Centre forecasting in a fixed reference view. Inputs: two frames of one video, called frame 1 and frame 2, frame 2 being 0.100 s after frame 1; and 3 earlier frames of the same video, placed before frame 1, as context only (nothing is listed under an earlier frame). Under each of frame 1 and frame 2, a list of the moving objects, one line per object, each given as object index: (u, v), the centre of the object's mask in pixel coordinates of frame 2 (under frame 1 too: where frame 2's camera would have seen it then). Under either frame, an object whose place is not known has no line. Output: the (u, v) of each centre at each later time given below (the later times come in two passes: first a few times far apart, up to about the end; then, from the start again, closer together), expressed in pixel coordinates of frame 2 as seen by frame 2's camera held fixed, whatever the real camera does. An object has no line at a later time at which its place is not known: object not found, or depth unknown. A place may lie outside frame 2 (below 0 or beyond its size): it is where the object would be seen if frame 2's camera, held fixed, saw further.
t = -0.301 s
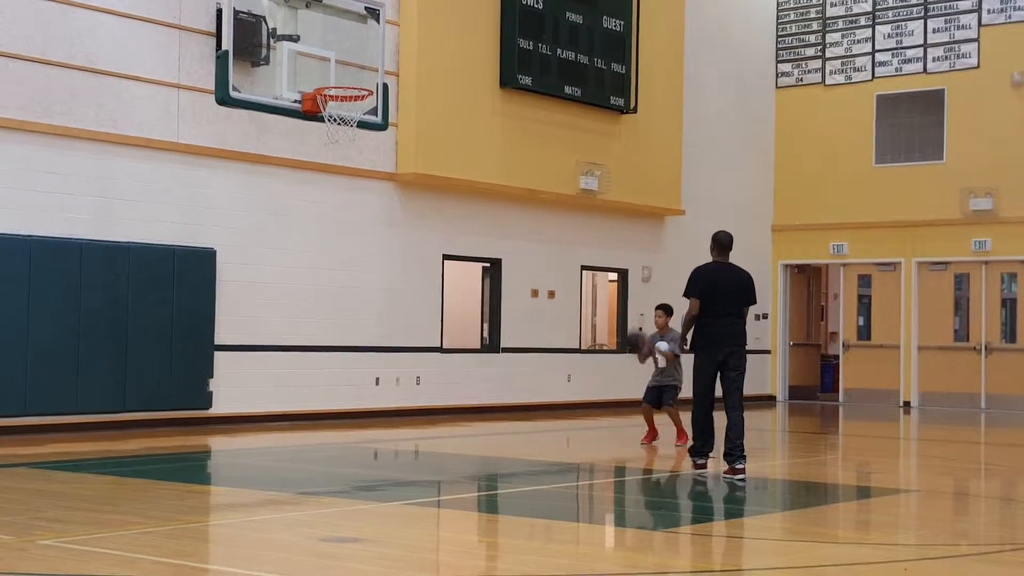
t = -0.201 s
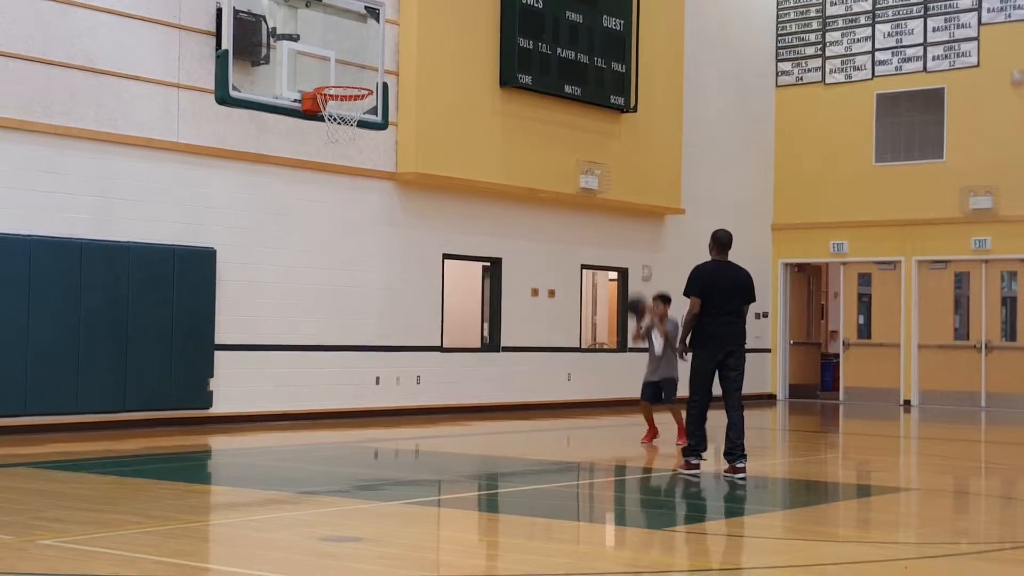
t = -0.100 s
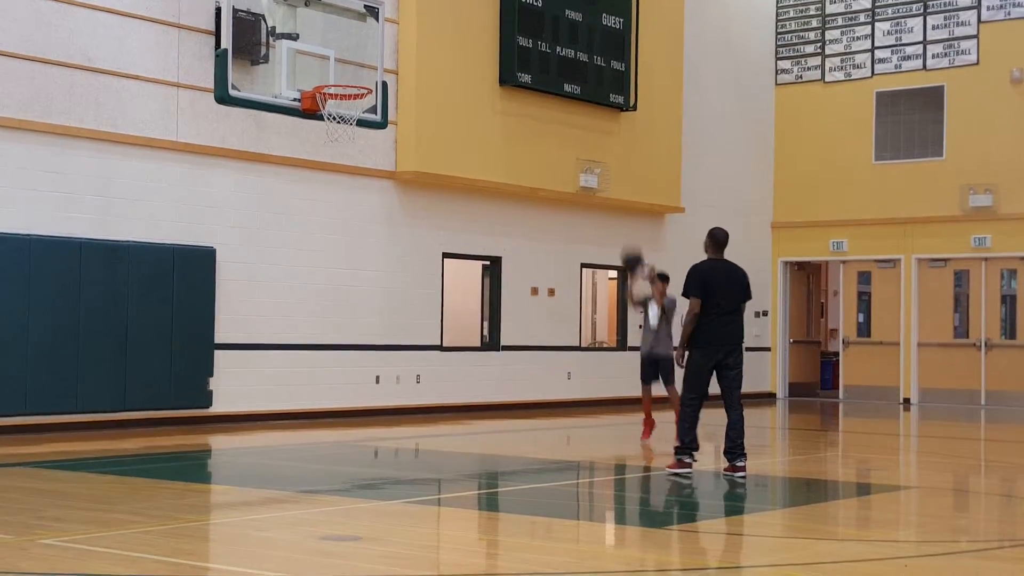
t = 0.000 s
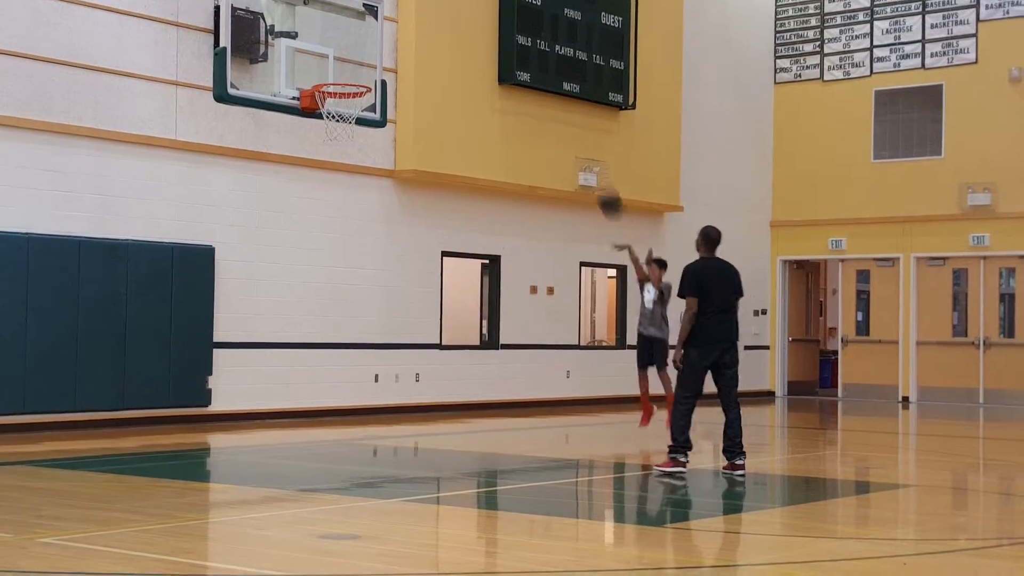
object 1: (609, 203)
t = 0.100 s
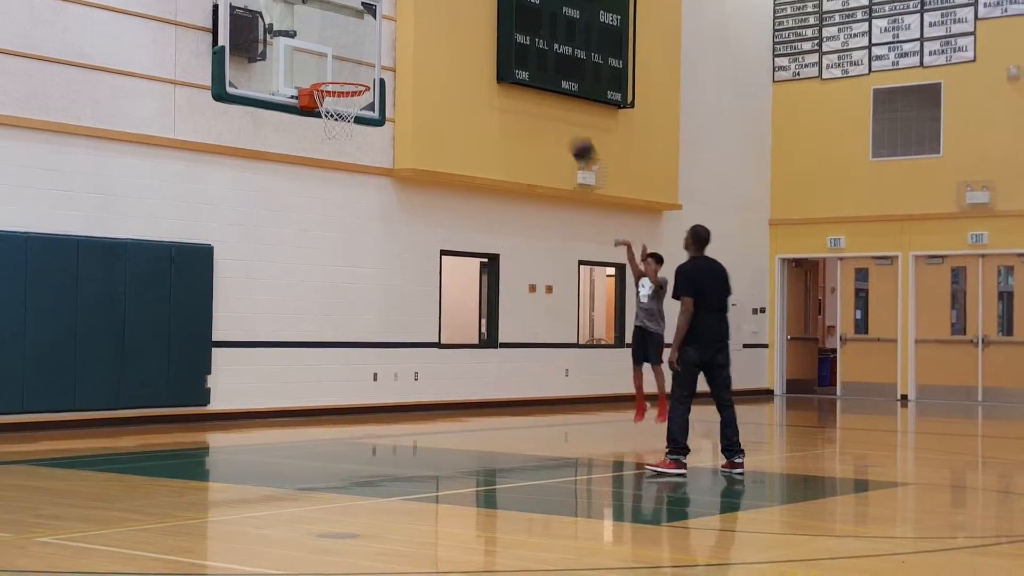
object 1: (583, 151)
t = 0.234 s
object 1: (546, 96)
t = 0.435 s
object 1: (491, 44)
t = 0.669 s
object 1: (417, 33)
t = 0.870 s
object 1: (348, 72)
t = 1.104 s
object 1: (347, 177)
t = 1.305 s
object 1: (368, 315)
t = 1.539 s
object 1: (401, 396)
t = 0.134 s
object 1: (575, 136)
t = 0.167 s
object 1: (566, 123)
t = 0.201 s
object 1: (557, 109)
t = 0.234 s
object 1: (546, 96)
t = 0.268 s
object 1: (539, 83)
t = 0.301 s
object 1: (530, 73)
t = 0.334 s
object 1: (520, 62)
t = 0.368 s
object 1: (510, 56)
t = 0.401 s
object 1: (501, 50)
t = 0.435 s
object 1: (491, 44)
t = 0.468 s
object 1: (480, 39)
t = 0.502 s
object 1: (469, 35)
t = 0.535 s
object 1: (460, 32)
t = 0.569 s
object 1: (449, 31)
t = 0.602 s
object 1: (439, 30)
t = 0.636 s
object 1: (428, 31)
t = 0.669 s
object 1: (417, 33)
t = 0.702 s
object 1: (406, 36)
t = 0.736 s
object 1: (395, 41)
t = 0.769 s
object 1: (383, 47)
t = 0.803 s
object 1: (371, 54)
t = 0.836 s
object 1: (359, 63)
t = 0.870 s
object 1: (348, 72)
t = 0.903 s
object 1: (335, 84)
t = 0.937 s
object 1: (328, 98)
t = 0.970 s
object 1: (331, 113)
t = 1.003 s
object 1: (334, 125)
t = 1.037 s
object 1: (339, 143)
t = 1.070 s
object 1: (343, 160)
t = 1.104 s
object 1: (347, 177)
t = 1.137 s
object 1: (350, 197)
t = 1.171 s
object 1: (354, 218)
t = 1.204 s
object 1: (358, 240)
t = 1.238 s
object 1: (362, 265)
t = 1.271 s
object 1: (365, 290)
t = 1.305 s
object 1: (368, 315)
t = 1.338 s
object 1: (372, 343)
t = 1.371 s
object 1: (375, 373)
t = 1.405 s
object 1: (378, 400)
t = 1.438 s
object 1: (382, 435)
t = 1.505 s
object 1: (393, 422)
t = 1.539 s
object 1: (401, 396)
